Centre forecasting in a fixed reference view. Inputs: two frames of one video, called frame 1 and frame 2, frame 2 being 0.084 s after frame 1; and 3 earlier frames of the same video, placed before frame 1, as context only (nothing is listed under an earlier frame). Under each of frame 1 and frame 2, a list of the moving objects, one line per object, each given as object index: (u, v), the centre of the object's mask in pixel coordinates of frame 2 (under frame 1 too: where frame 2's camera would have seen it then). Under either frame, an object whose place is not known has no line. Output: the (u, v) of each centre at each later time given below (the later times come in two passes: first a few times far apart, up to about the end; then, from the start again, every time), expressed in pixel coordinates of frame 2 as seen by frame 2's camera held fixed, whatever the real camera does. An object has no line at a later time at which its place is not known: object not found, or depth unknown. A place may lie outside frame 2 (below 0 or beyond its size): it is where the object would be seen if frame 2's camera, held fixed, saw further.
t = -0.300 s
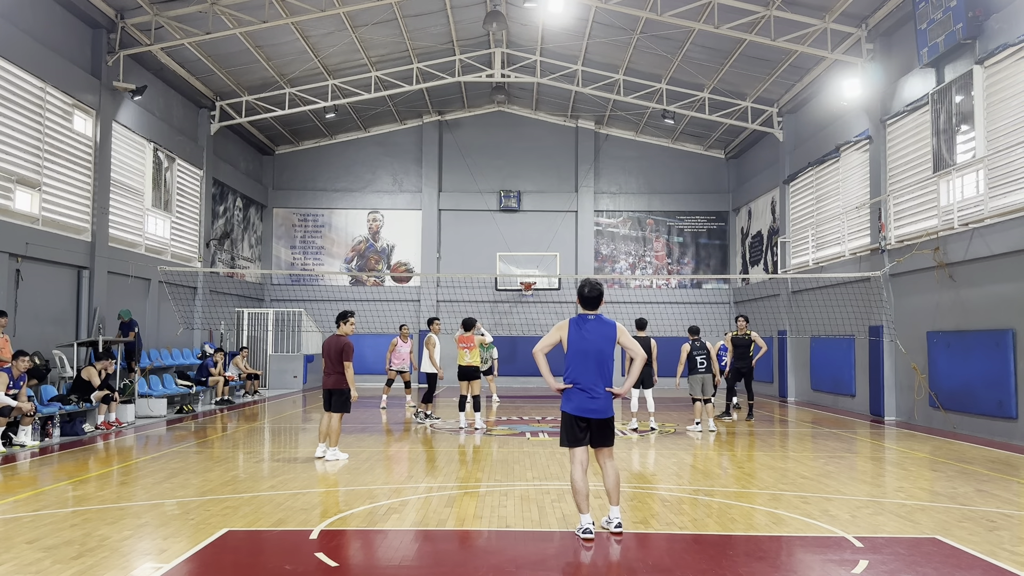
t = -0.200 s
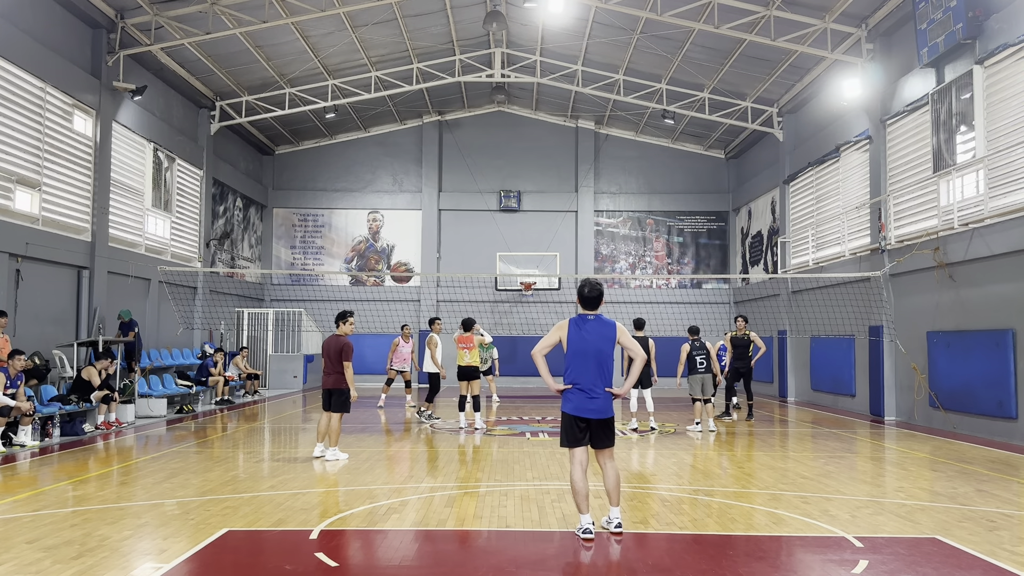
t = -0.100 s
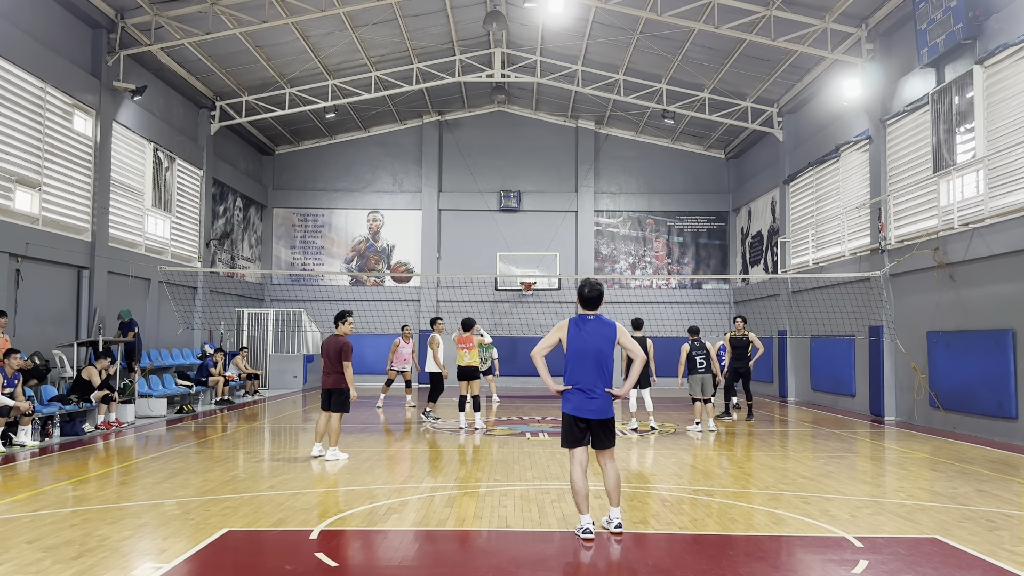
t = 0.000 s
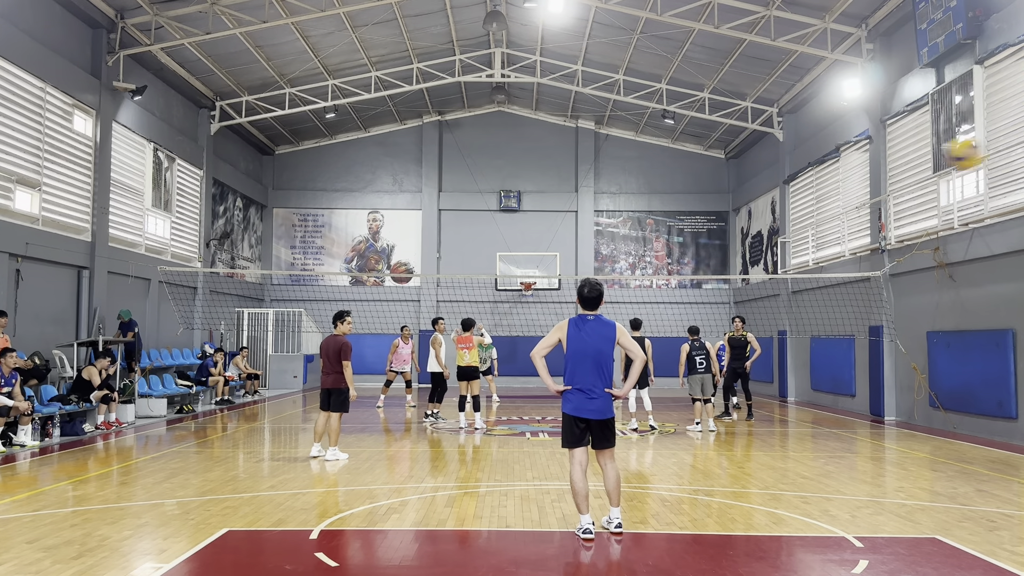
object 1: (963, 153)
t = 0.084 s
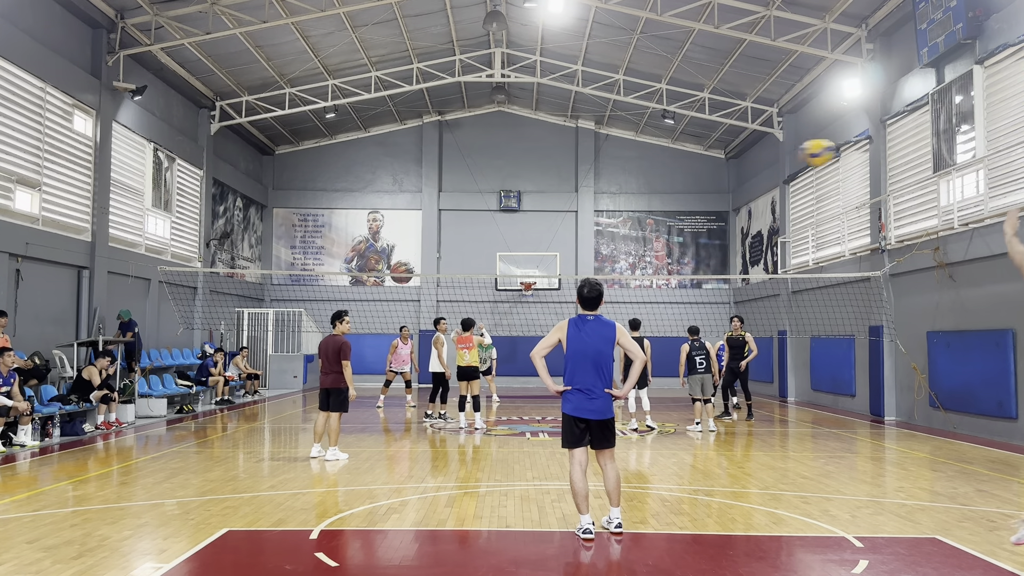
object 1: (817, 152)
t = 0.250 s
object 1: (639, 168)
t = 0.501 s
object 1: (498, 213)
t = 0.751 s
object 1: (425, 263)
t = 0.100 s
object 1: (794, 153)
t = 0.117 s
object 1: (772, 154)
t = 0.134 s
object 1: (751, 155)
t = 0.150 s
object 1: (733, 157)
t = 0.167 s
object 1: (715, 158)
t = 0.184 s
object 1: (697, 159)
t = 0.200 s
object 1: (681, 161)
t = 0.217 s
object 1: (667, 163)
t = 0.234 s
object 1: (653, 165)
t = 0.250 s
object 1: (639, 168)
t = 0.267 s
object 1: (627, 170)
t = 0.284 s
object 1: (614, 173)
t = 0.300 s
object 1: (603, 176)
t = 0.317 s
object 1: (592, 178)
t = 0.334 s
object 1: (582, 181)
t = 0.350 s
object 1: (572, 184)
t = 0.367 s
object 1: (562, 187)
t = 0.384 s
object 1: (553, 190)
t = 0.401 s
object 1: (544, 193)
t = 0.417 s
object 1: (536, 197)
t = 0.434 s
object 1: (527, 200)
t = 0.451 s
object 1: (519, 204)
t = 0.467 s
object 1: (511, 207)
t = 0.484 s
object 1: (505, 210)
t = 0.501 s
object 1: (498, 213)
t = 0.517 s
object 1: (491, 217)
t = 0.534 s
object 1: (485, 220)
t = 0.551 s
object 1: (479, 223)
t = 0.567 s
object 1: (473, 226)
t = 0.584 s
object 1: (468, 229)
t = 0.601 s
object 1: (463, 233)
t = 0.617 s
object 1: (458, 236)
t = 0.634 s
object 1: (453, 239)
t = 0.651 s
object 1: (448, 243)
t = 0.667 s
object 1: (444, 246)
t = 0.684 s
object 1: (440, 249)
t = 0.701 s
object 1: (436, 253)
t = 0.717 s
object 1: (432, 256)
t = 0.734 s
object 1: (428, 259)
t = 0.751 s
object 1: (425, 263)
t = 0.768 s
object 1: (421, 266)
